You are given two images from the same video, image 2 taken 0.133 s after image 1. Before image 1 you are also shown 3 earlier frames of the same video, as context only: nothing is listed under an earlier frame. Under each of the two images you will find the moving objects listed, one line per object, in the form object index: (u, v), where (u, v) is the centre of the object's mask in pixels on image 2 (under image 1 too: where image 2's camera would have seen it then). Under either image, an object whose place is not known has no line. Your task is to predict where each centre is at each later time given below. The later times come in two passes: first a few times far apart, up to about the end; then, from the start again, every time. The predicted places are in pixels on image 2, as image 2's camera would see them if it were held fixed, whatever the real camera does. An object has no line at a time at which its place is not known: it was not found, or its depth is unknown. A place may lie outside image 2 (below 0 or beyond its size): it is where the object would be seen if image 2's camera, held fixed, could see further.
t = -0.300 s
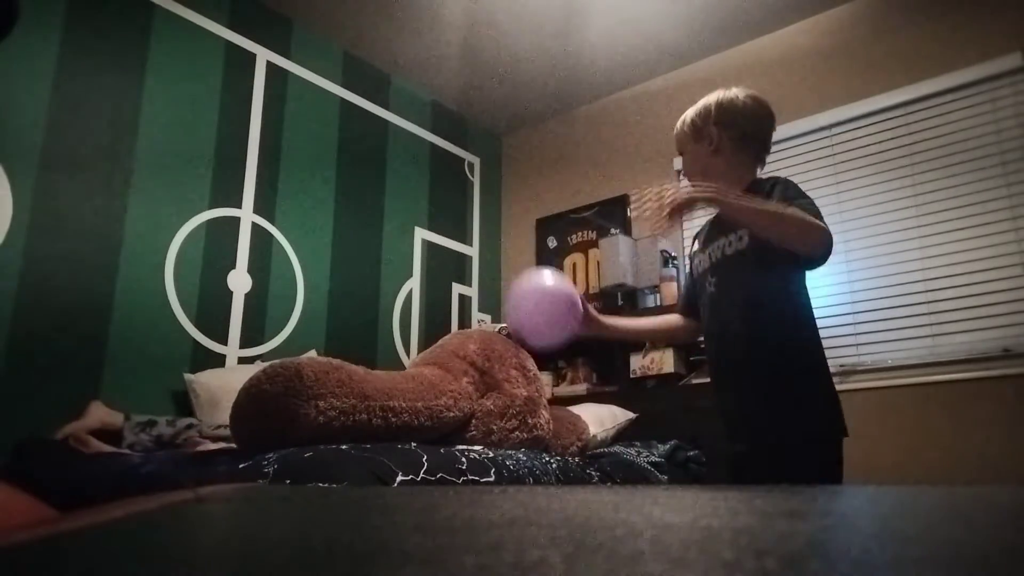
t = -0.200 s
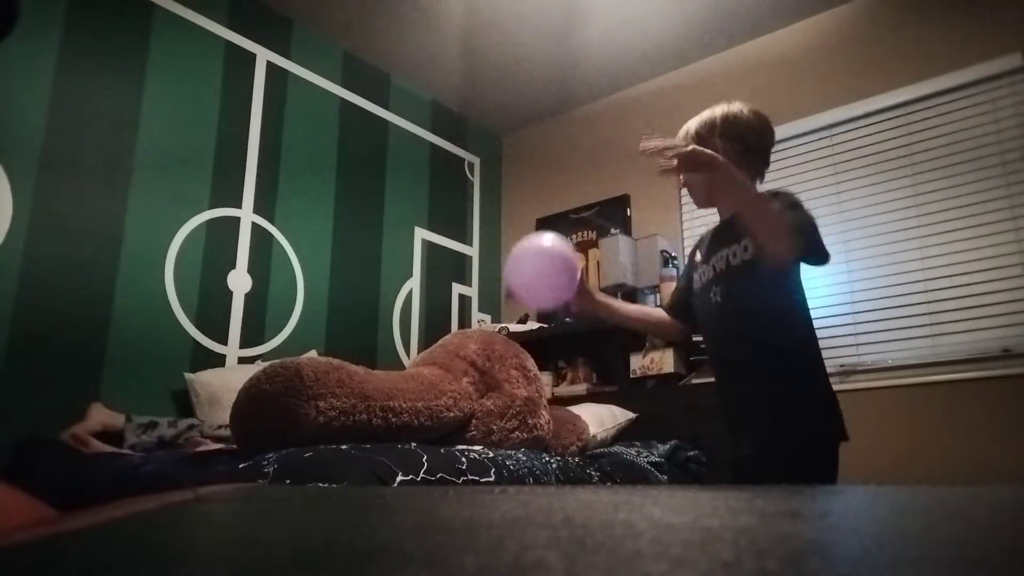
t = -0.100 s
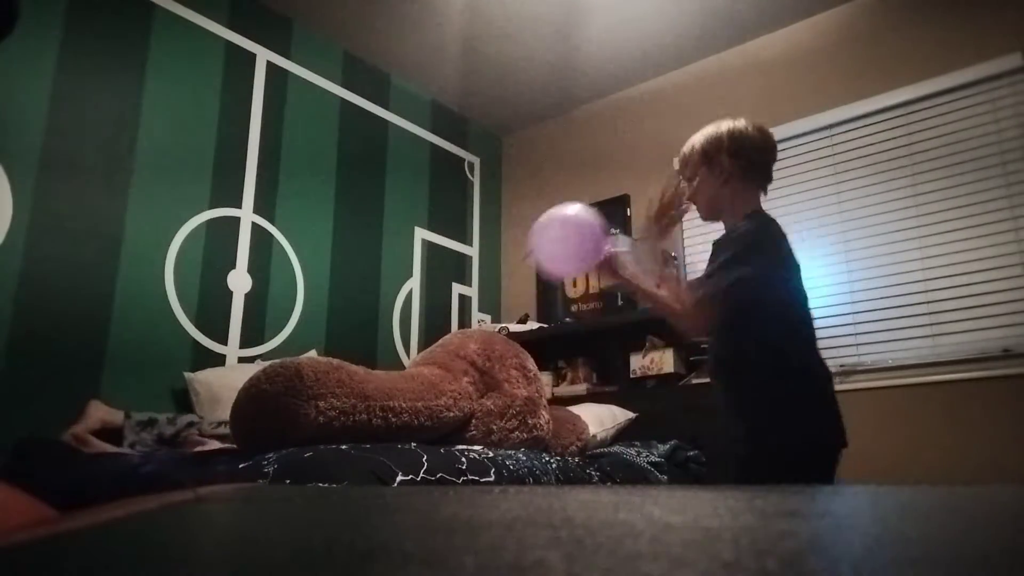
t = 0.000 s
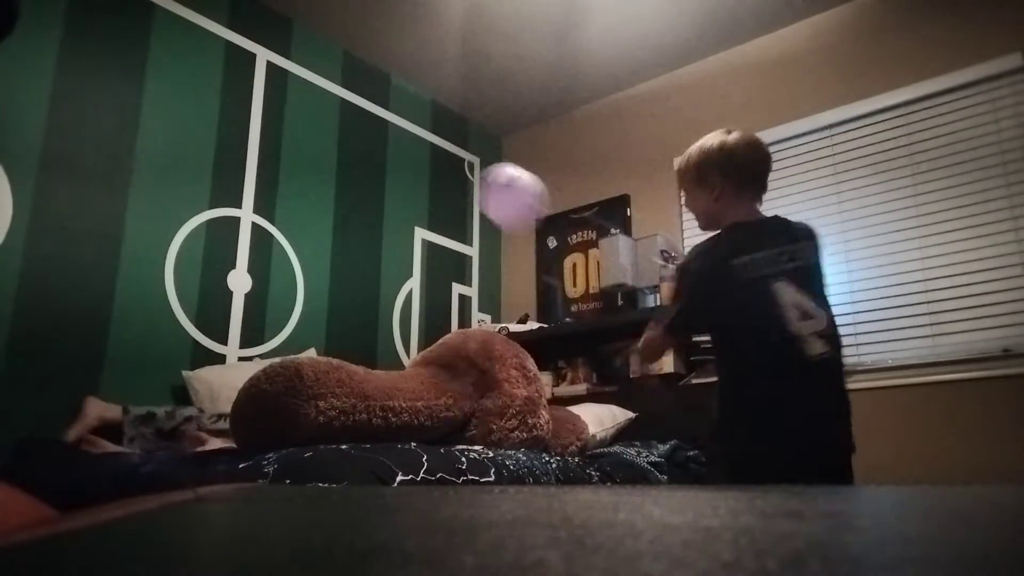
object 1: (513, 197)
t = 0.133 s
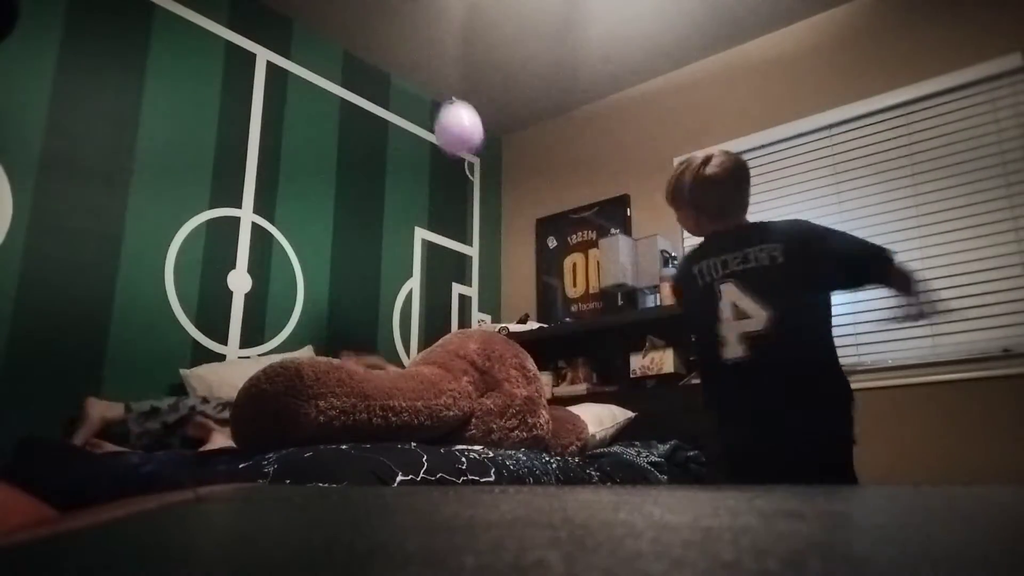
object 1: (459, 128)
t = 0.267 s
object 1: (461, 88)
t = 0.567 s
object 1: (476, 73)
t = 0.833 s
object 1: (482, 115)
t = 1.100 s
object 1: (485, 196)
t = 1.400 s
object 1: (486, 321)
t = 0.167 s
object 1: (457, 115)
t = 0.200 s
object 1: (458, 104)
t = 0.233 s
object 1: (460, 94)
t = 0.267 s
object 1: (461, 88)
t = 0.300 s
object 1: (462, 81)
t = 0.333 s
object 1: (464, 77)
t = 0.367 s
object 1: (467, 72)
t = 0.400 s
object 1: (469, 69)
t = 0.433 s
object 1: (471, 68)
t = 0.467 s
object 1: (472, 69)
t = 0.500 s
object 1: (473, 70)
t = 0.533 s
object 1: (474, 70)
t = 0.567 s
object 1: (476, 73)
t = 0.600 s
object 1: (478, 75)
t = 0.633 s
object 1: (479, 78)
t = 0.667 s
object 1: (480, 82)
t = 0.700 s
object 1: (481, 88)
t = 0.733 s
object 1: (480, 95)
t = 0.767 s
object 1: (481, 101)
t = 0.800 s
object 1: (481, 108)
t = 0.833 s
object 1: (482, 115)
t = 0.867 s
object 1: (483, 122)
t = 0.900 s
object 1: (483, 131)
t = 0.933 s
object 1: (484, 139)
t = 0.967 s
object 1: (484, 149)
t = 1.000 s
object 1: (484, 161)
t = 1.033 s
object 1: (484, 172)
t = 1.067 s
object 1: (485, 184)
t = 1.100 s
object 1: (485, 196)
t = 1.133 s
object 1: (486, 208)
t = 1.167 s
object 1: (486, 220)
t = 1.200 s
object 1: (486, 233)
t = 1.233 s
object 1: (487, 247)
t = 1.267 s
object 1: (487, 262)
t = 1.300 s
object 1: (487, 277)
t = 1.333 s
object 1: (487, 292)
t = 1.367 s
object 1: (486, 306)
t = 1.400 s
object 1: (486, 321)
